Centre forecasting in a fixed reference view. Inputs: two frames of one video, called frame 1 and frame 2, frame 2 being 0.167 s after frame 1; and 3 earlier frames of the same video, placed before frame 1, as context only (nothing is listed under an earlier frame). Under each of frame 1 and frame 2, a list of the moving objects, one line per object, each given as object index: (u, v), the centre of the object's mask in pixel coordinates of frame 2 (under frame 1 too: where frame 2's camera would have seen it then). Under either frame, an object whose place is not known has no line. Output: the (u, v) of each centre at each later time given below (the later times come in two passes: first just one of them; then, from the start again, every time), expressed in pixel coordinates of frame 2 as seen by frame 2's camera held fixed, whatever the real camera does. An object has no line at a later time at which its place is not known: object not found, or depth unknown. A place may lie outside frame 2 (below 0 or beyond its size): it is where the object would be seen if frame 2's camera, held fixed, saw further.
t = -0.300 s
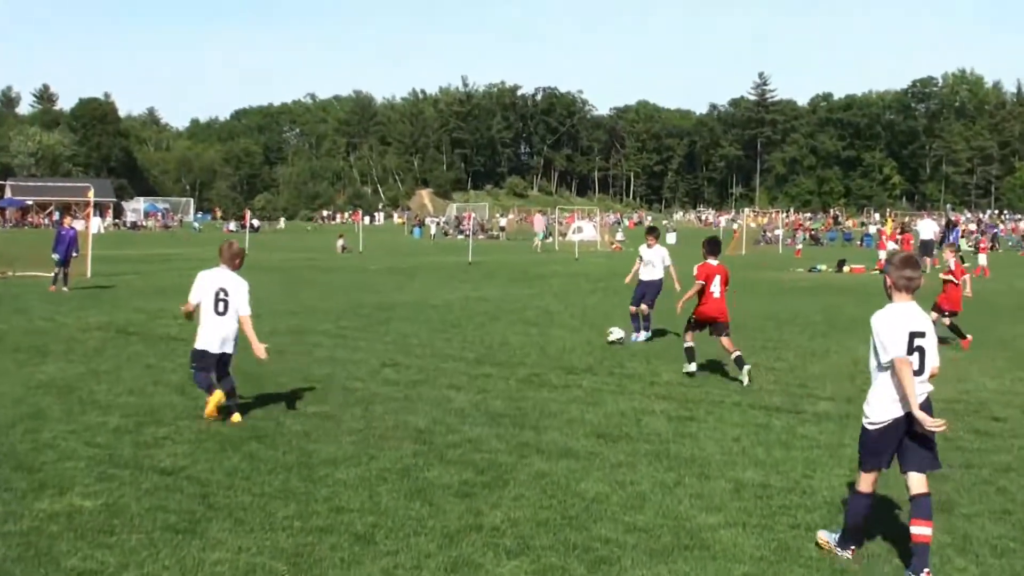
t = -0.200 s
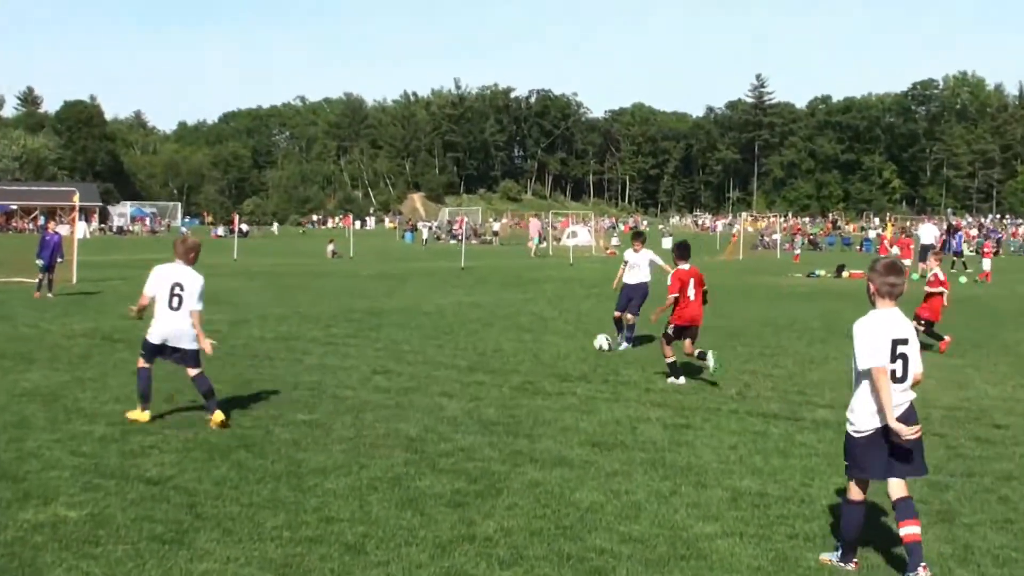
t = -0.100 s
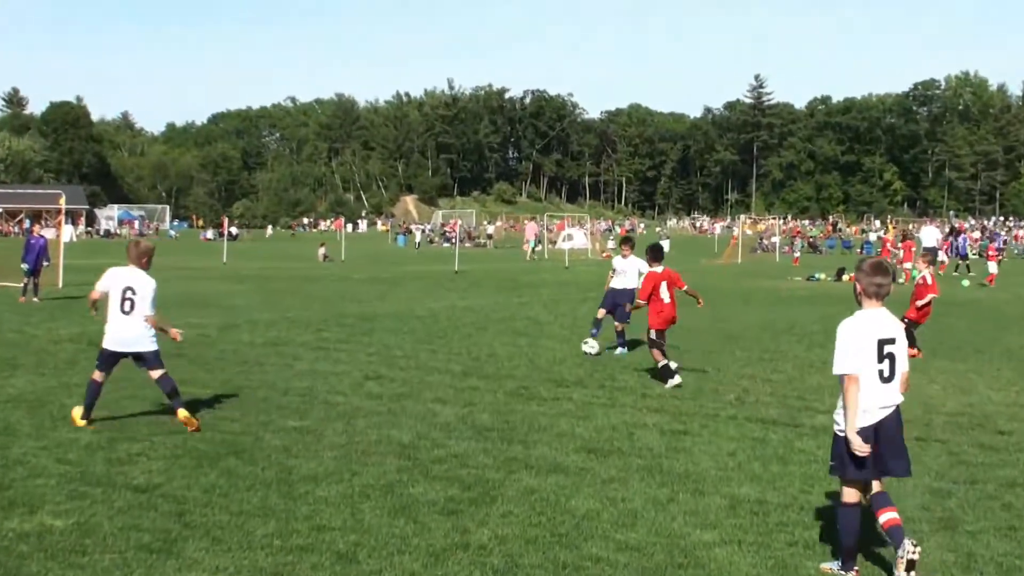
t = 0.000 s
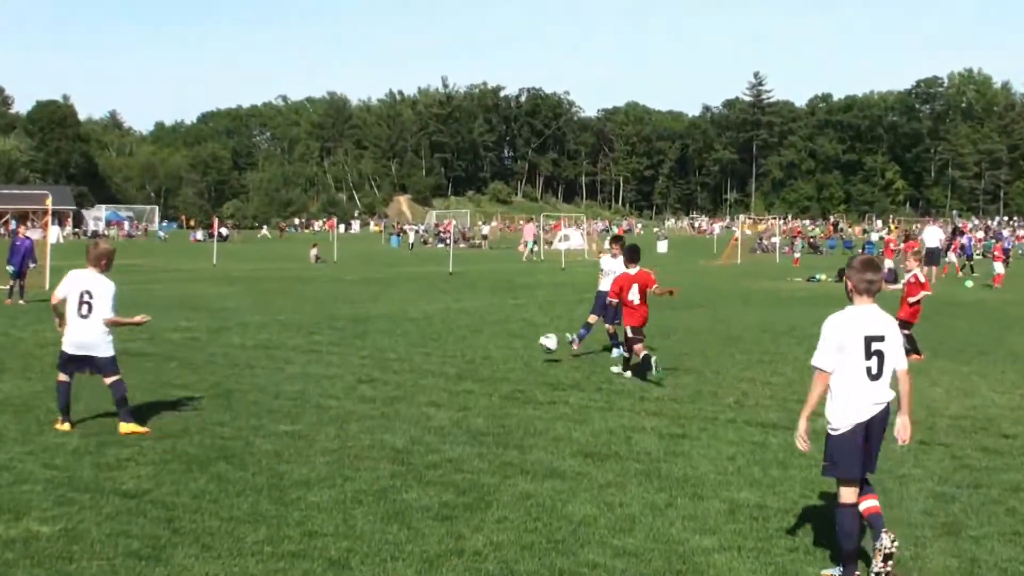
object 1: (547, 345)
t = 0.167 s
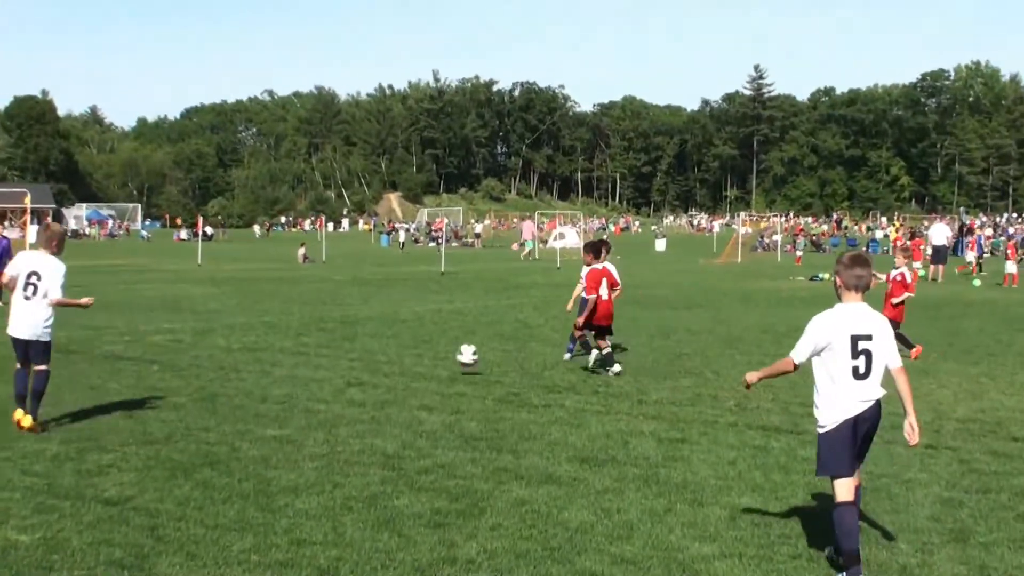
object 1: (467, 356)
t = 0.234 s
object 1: (431, 368)
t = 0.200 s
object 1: (450, 361)
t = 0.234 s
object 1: (431, 368)
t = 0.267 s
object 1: (414, 375)
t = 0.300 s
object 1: (401, 373)
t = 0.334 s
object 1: (389, 372)
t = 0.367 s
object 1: (377, 371)
